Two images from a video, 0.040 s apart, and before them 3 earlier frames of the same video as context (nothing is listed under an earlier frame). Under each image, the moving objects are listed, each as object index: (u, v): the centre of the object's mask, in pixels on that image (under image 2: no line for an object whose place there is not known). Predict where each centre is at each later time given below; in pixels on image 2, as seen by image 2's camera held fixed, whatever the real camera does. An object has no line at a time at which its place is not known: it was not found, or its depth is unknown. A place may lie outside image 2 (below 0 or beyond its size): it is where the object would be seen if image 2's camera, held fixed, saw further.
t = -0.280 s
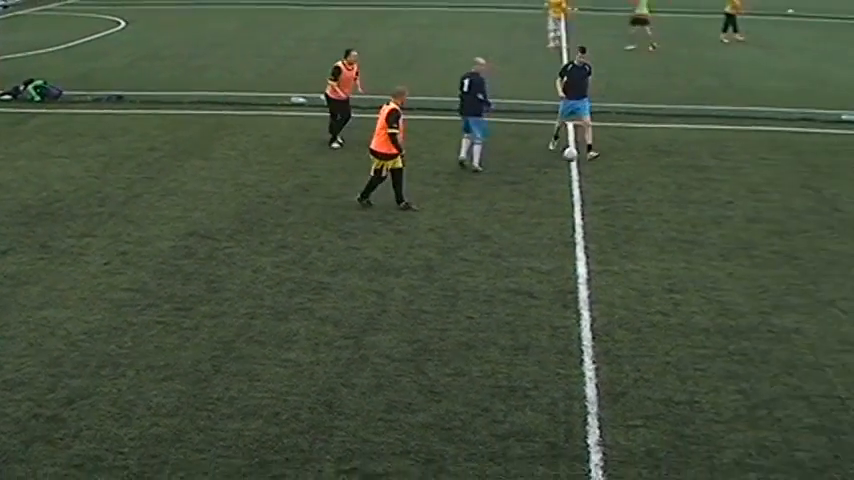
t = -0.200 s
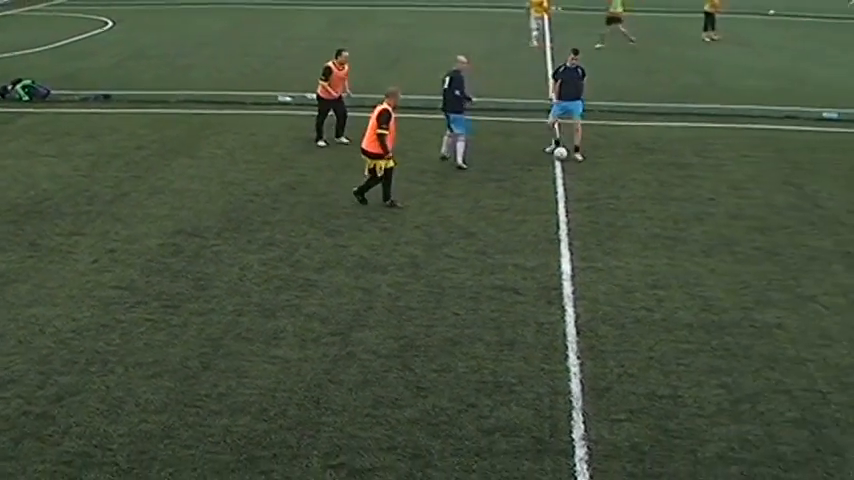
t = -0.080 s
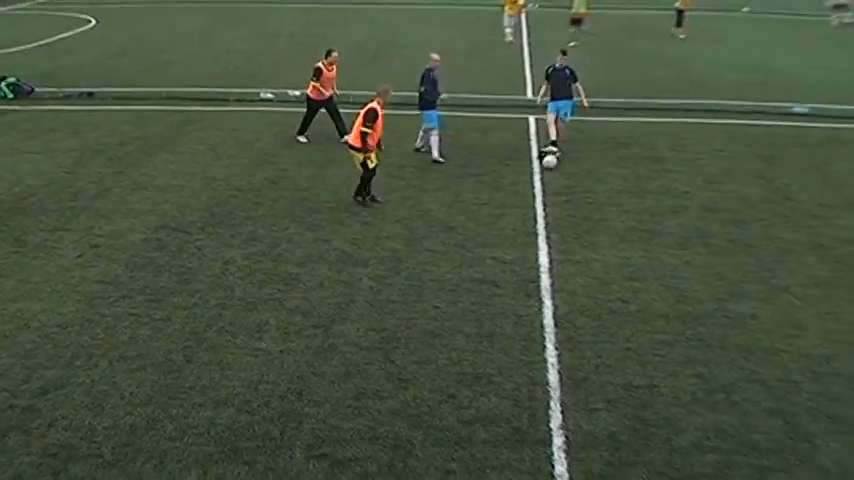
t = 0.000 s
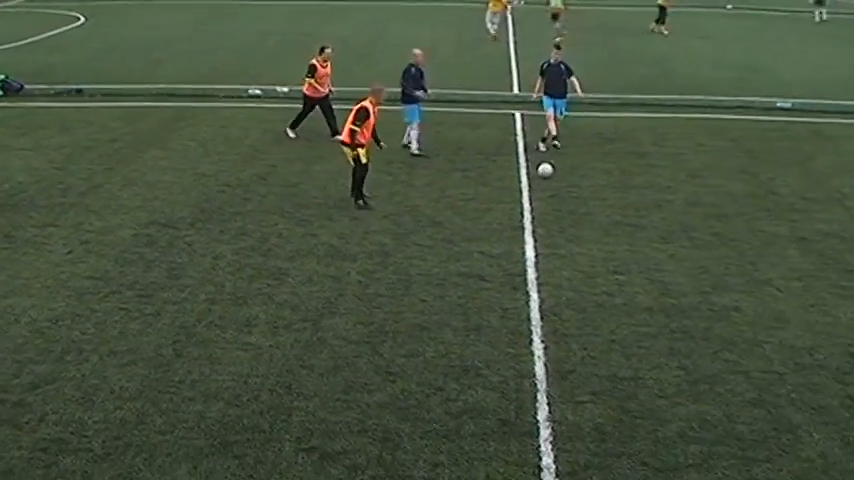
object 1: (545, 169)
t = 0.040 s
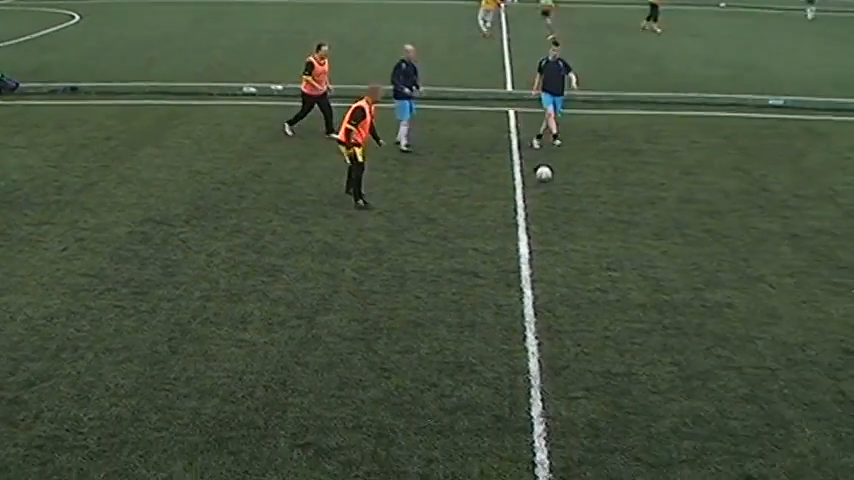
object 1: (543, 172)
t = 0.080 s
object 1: (548, 180)
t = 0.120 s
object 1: (552, 188)
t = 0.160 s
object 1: (556, 194)
